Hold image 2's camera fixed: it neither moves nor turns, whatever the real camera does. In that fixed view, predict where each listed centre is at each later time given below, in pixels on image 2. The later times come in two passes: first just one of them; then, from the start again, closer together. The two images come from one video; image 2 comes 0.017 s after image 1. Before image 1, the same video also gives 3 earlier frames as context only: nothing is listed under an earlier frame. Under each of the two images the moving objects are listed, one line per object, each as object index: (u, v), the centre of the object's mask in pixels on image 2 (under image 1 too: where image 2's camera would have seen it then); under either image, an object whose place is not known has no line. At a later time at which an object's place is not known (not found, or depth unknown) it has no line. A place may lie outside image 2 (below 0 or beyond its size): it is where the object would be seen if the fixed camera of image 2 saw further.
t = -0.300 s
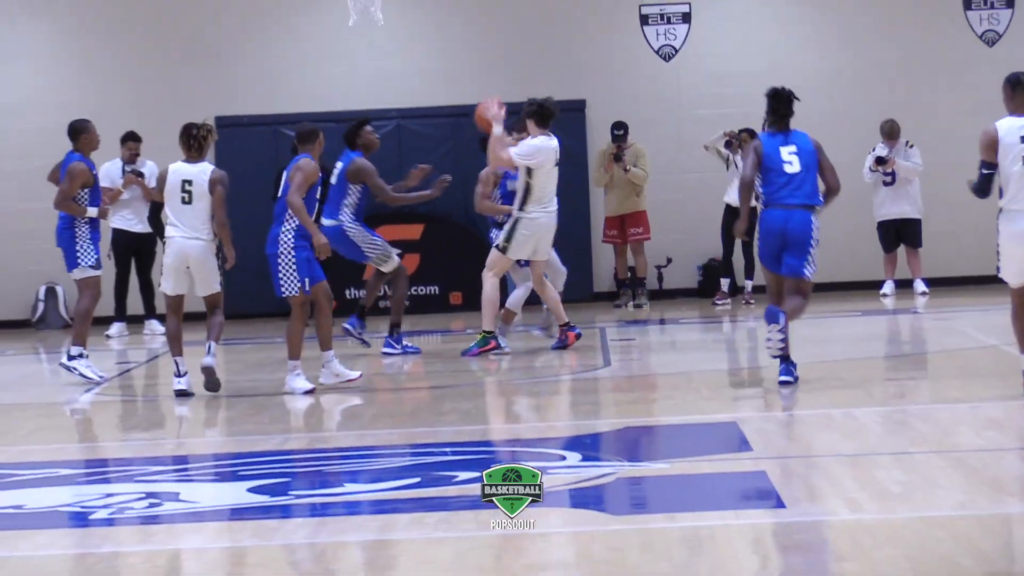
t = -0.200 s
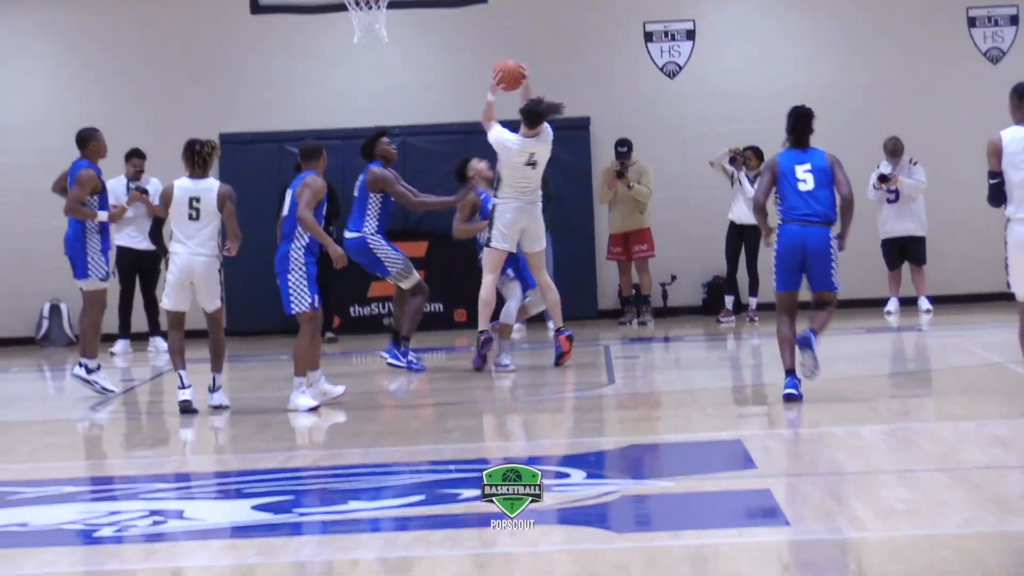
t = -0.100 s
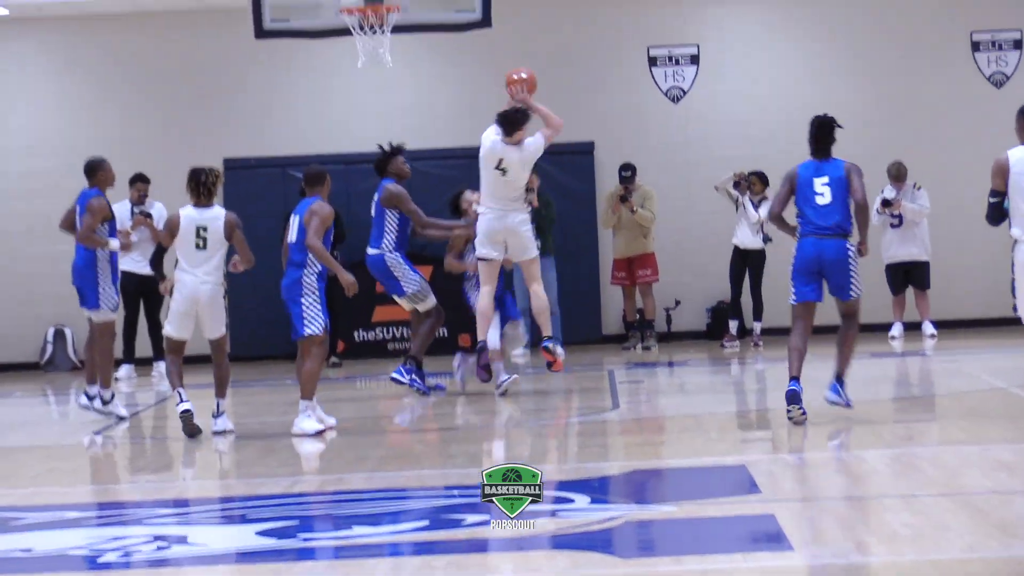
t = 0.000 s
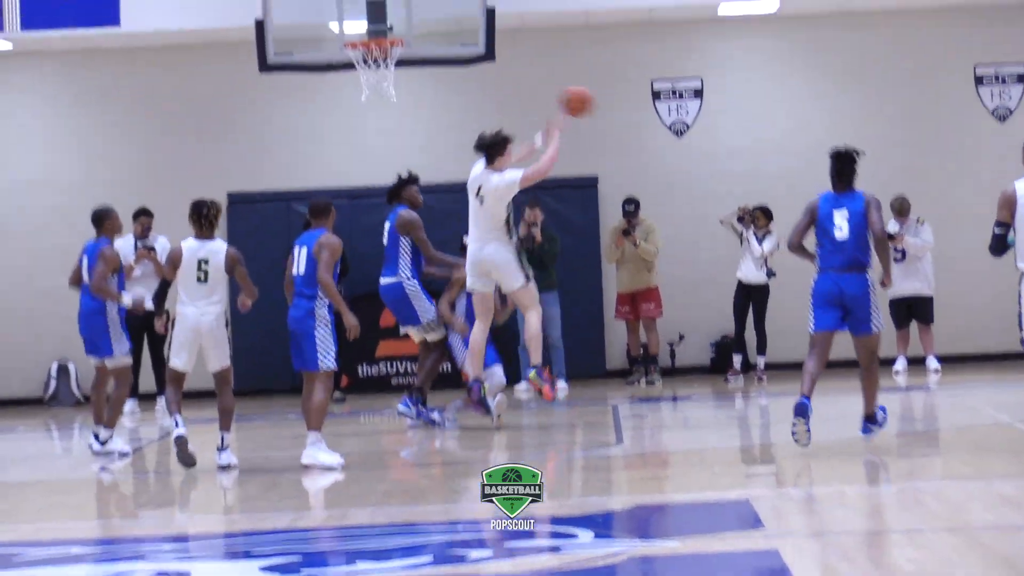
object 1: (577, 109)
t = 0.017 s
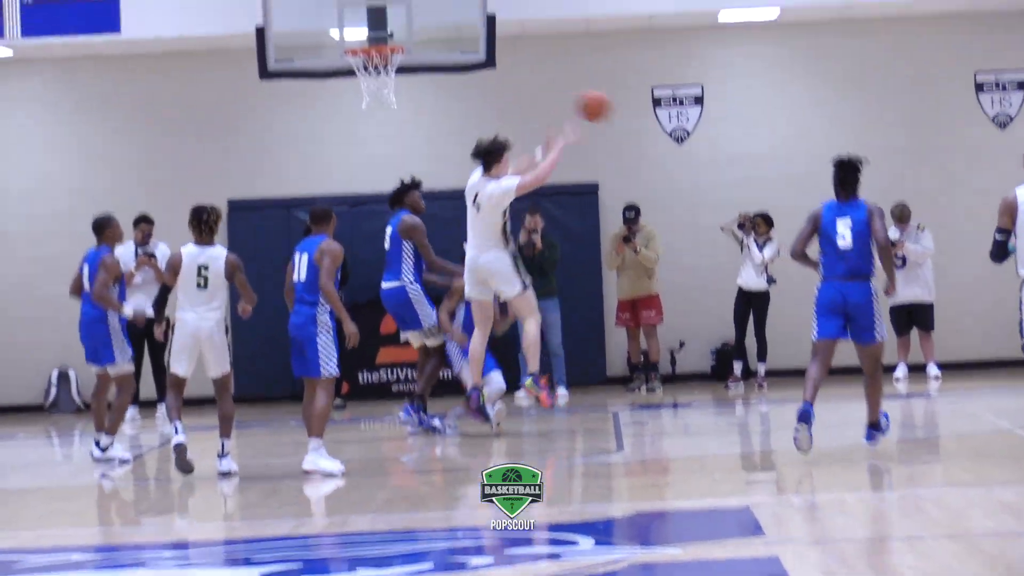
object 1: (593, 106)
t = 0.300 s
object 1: (883, 125)
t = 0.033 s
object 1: (610, 105)
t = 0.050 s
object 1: (628, 103)
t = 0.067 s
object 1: (644, 102)
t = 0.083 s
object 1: (660, 100)
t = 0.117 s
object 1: (697, 101)
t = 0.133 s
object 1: (715, 101)
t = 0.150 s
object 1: (729, 102)
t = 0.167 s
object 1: (747, 104)
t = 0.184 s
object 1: (764, 105)
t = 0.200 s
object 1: (781, 107)
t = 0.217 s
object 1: (798, 109)
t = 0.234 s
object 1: (815, 111)
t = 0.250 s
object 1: (831, 115)
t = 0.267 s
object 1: (849, 118)
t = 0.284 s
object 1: (866, 121)
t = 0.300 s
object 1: (883, 125)
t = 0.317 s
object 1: (900, 130)
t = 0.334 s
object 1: (917, 134)
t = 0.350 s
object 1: (933, 139)
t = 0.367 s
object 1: (950, 144)
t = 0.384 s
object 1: (967, 149)
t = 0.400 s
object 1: (984, 155)
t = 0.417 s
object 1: (1003, 161)
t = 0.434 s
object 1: (1016, 168)
